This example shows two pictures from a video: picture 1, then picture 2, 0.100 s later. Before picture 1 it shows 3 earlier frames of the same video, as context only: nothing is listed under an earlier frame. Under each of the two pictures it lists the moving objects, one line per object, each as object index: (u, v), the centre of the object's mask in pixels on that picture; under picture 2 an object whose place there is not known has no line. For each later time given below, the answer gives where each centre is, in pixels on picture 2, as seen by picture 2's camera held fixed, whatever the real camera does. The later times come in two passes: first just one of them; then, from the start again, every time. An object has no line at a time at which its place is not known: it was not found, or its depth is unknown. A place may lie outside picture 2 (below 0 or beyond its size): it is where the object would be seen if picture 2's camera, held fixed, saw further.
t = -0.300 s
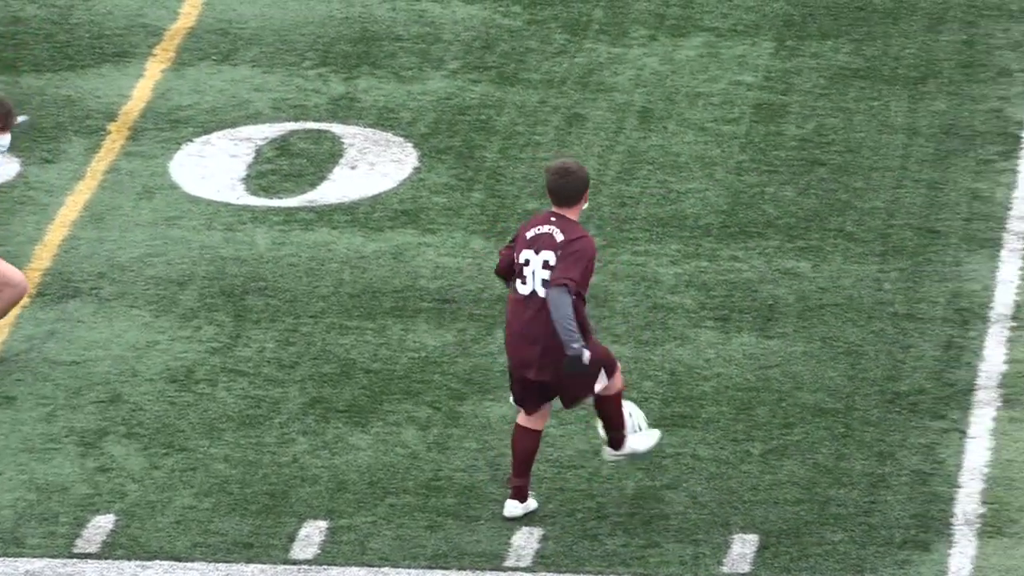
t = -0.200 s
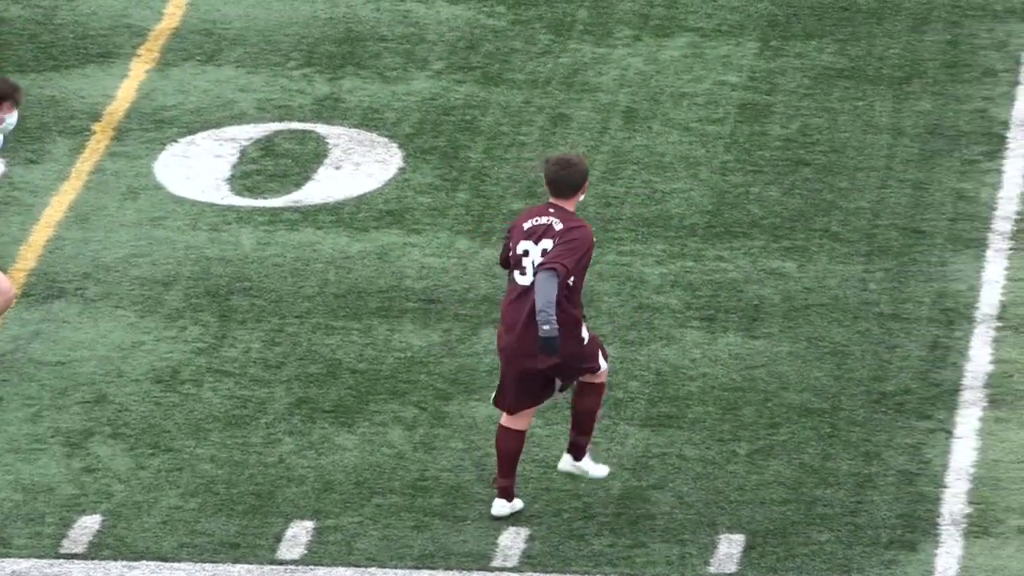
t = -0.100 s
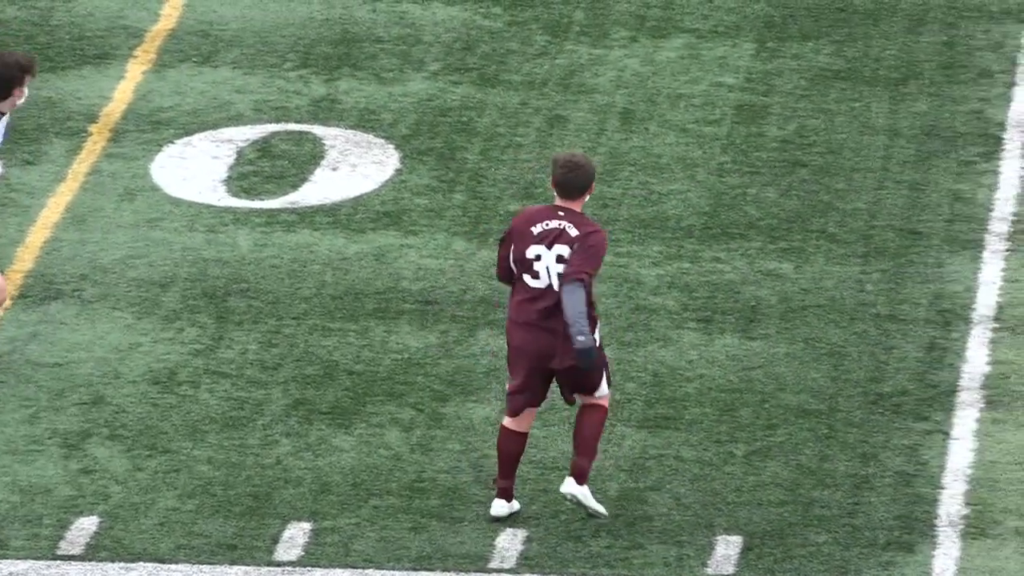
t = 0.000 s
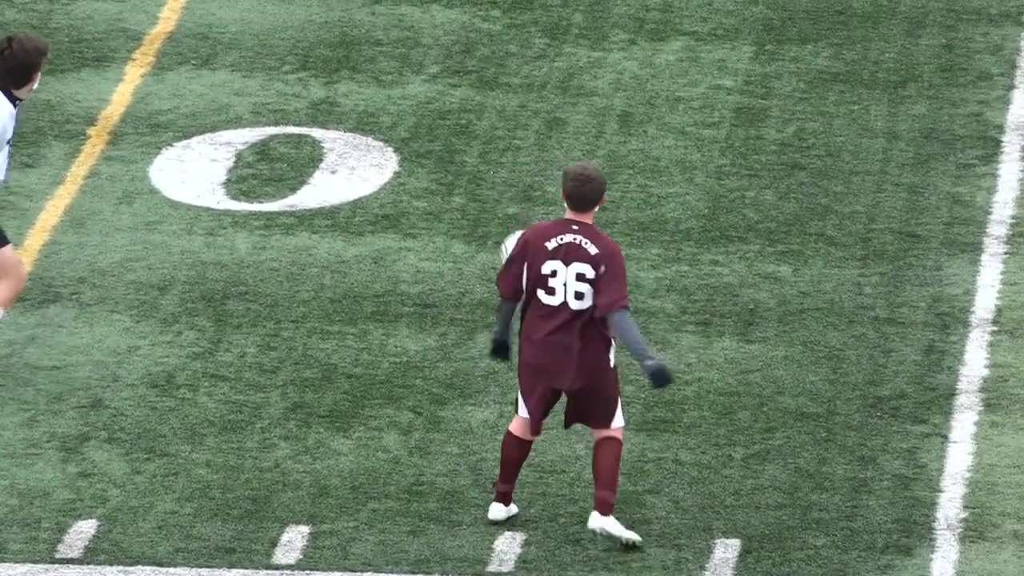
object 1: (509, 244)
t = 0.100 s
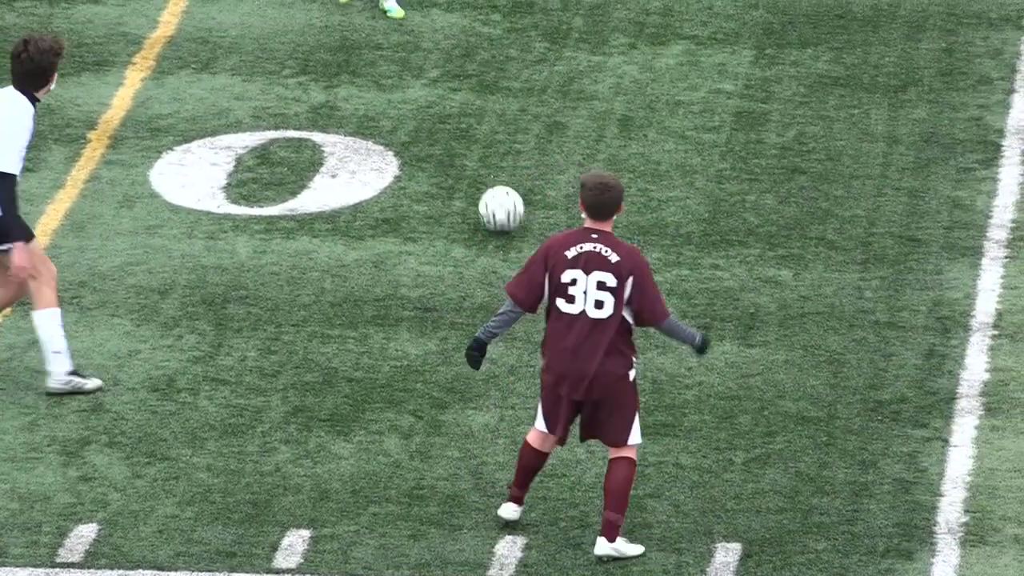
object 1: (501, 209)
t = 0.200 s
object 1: (479, 161)
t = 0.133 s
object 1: (494, 195)
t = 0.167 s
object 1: (487, 177)
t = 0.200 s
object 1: (479, 161)
